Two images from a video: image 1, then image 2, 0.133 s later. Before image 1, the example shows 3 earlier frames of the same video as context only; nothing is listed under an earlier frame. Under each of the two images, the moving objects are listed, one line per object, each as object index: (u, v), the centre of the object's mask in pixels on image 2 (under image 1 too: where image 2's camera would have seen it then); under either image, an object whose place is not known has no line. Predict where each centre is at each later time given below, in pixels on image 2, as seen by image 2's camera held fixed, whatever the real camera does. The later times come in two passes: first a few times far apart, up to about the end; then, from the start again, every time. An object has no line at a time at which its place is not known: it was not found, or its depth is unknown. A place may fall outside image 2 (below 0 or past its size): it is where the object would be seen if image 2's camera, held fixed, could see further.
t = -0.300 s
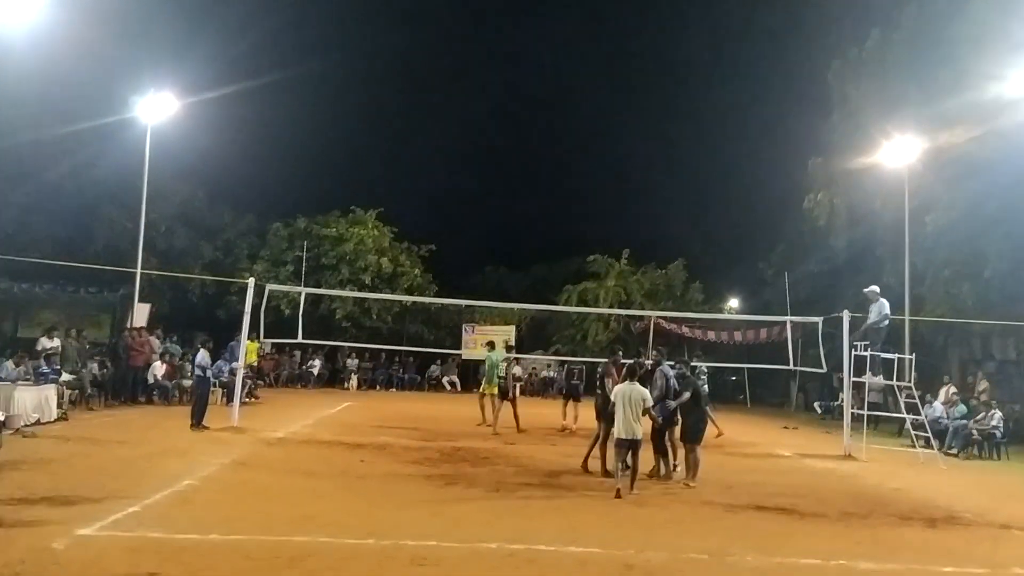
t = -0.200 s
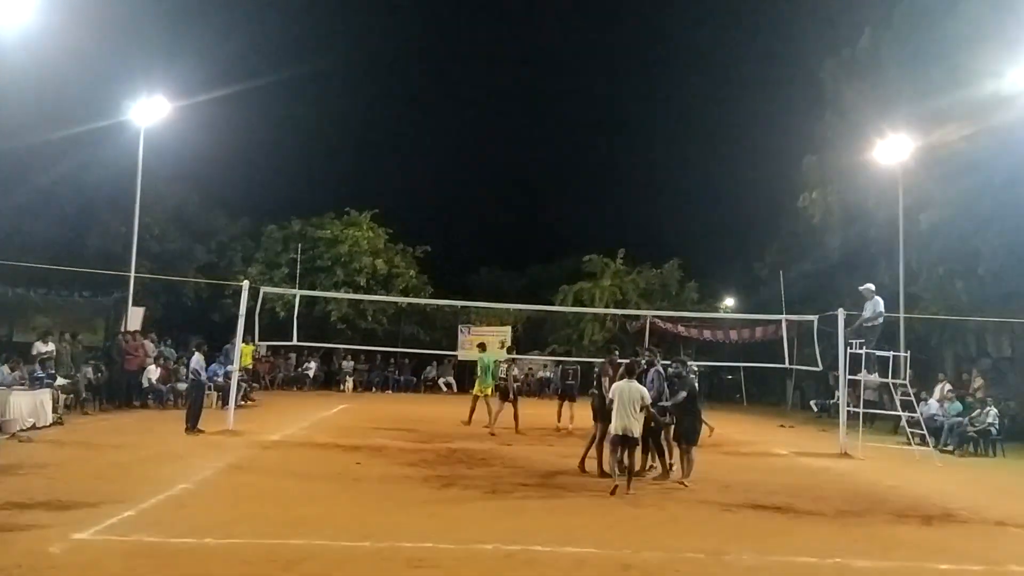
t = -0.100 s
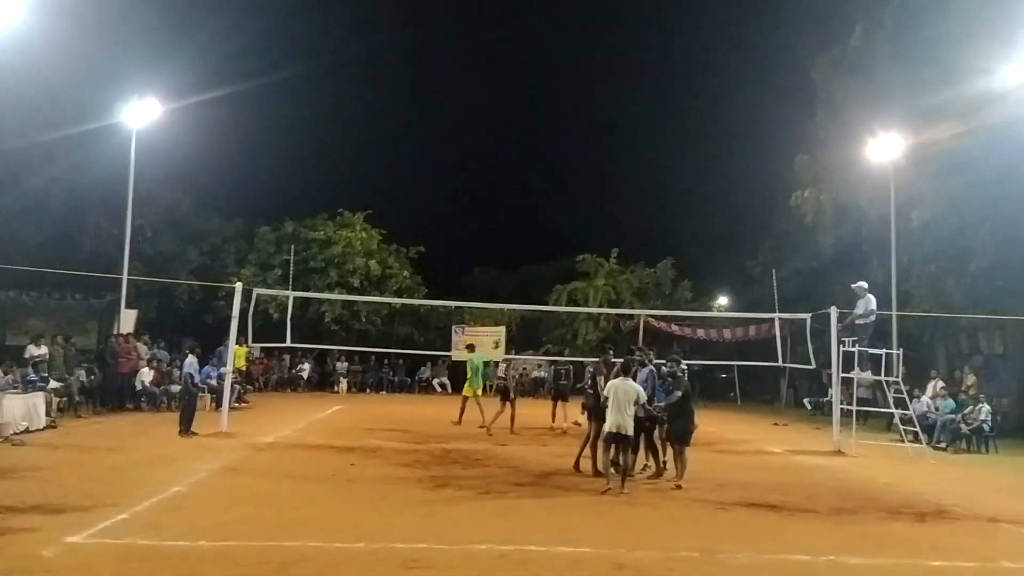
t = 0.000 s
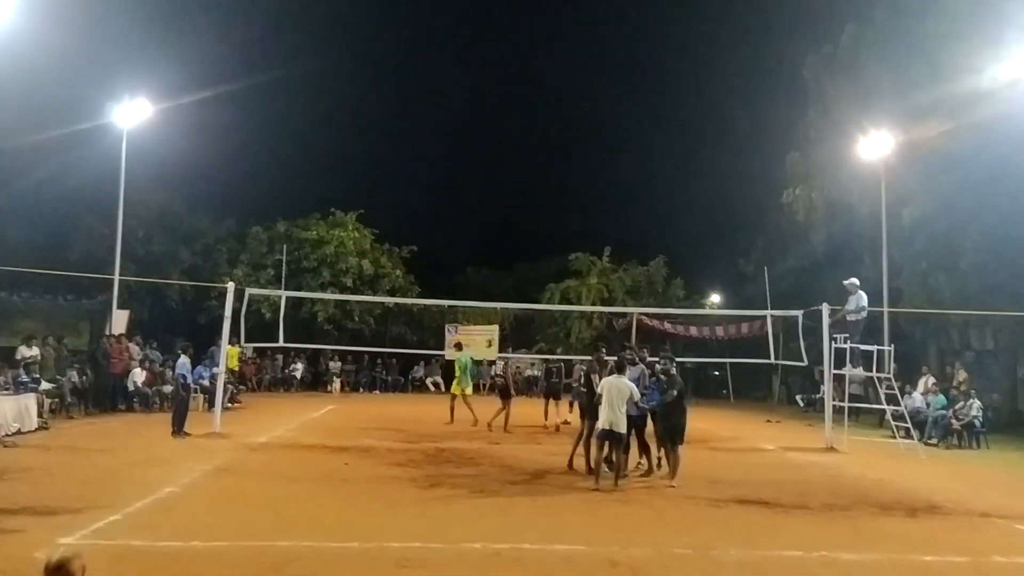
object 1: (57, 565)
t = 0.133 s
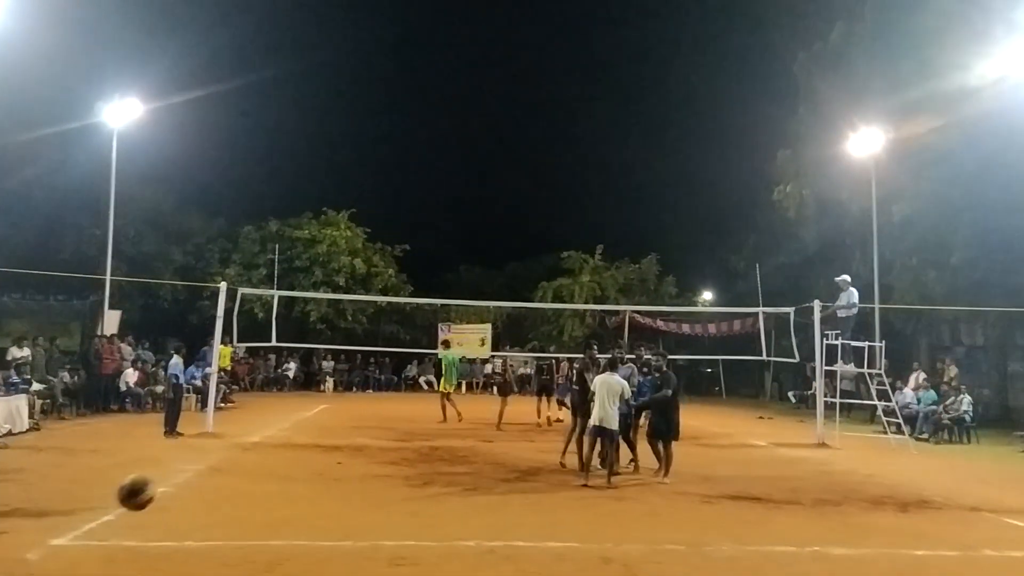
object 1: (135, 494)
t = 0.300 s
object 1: (216, 451)
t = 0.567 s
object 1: (314, 477)
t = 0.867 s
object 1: (400, 495)
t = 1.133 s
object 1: (467, 437)
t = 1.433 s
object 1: (530, 466)
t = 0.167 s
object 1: (154, 481)
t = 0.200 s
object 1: (170, 471)
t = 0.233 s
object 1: (186, 462)
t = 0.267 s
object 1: (202, 455)
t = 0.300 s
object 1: (216, 451)
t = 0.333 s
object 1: (230, 449)
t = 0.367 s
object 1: (244, 448)
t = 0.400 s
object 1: (257, 449)
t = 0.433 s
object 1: (269, 451)
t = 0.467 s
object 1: (282, 456)
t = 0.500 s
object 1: (292, 461)
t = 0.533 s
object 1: (302, 469)
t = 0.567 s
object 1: (314, 477)
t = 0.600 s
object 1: (324, 485)
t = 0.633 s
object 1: (333, 497)
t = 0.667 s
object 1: (343, 508)
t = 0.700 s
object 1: (352, 522)
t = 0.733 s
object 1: (361, 537)
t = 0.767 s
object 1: (371, 542)
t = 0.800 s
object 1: (380, 525)
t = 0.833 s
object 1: (390, 510)
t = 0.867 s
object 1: (400, 495)
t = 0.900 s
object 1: (409, 483)
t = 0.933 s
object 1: (418, 472)
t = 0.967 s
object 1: (428, 461)
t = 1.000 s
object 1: (435, 455)
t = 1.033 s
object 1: (443, 448)
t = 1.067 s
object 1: (452, 442)
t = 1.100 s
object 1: (459, 439)
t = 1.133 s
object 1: (467, 437)
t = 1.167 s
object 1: (475, 435)
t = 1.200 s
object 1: (483, 434)
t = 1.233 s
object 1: (490, 435)
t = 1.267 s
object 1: (497, 437)
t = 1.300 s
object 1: (504, 441)
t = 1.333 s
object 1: (510, 446)
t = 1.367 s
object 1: (516, 453)
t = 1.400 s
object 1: (523, 458)
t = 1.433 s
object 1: (530, 466)
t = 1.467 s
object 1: (535, 474)
